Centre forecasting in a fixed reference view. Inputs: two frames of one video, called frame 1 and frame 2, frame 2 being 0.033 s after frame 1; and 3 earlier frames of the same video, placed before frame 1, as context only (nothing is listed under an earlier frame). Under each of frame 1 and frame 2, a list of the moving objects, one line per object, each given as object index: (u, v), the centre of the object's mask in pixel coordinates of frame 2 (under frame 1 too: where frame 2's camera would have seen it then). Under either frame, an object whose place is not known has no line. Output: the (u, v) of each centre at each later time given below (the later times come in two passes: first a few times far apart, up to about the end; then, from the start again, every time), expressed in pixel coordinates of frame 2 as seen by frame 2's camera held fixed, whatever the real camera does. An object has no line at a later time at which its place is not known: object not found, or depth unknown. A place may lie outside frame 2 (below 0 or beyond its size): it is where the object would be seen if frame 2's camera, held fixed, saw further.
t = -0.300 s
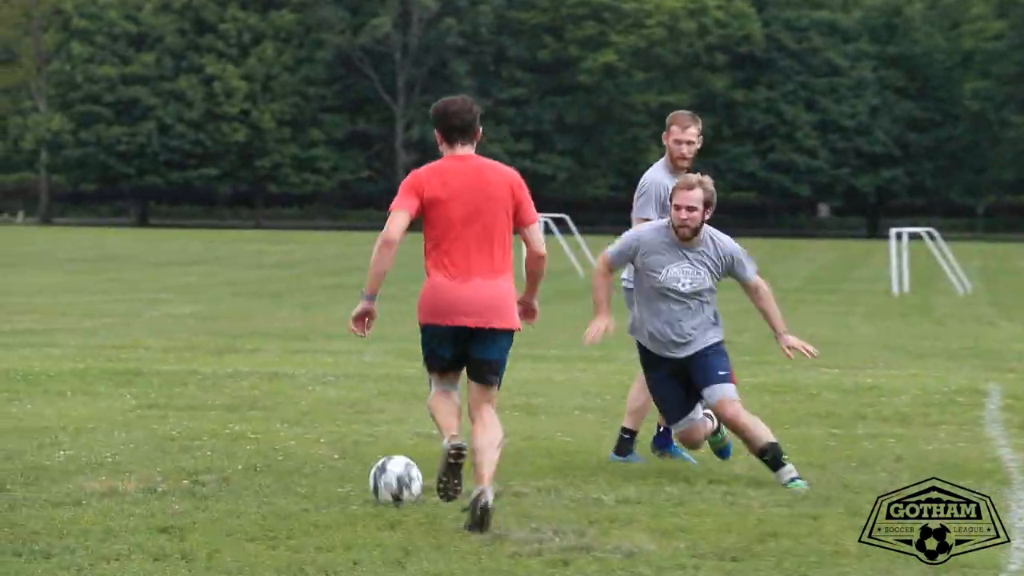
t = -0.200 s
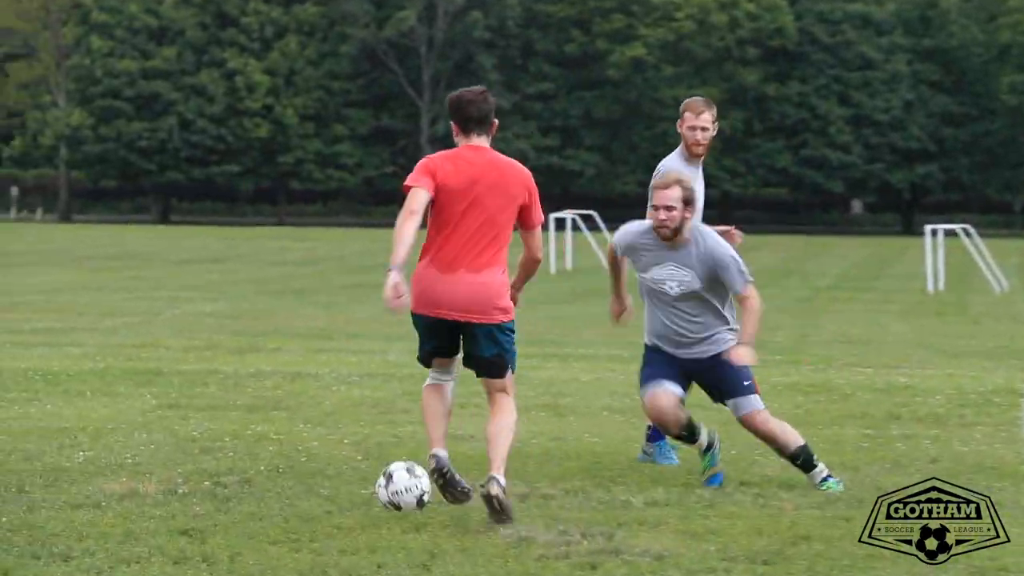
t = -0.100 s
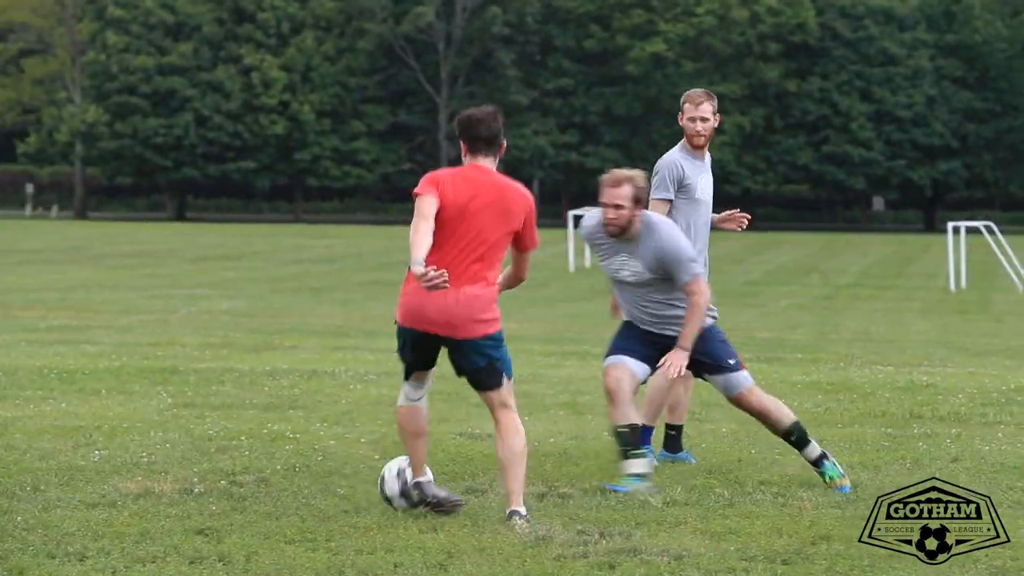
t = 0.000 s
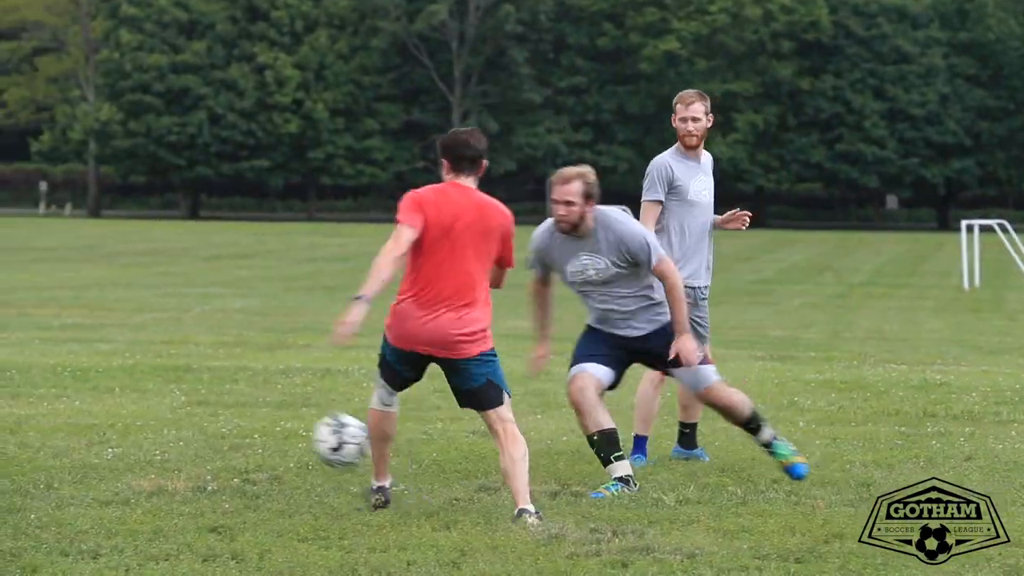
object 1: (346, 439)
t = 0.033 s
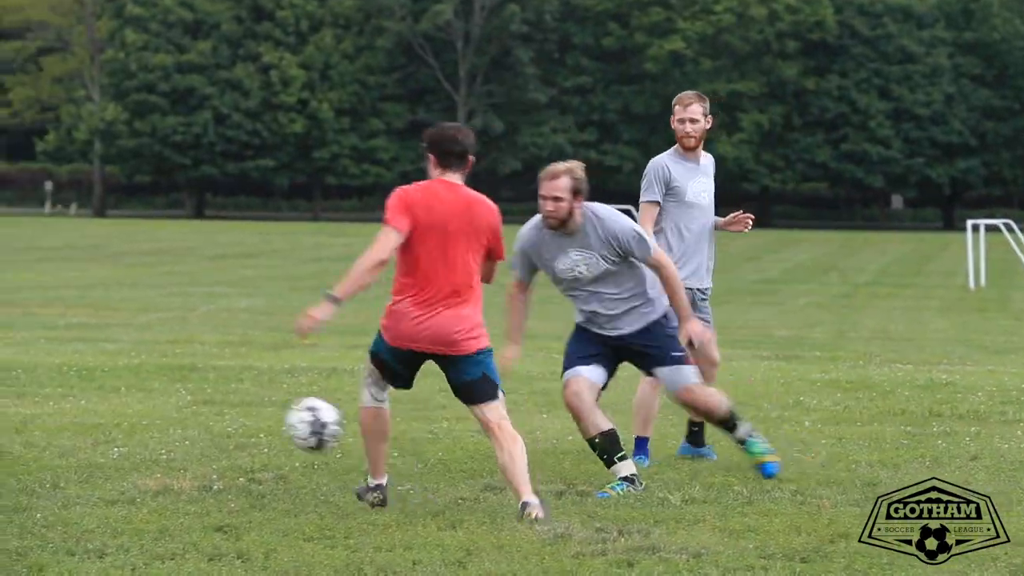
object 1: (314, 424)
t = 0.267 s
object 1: (91, 391)
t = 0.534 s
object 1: (-115, 430)
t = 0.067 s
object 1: (281, 411)
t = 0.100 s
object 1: (248, 403)
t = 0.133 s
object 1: (215, 396)
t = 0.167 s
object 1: (183, 391)
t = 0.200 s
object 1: (152, 390)
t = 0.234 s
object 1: (121, 389)
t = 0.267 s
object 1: (91, 391)
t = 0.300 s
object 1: (61, 396)
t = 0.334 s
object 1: (31, 403)
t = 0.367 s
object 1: (3, 413)
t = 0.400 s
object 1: (-27, 425)
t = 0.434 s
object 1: (-57, 439)
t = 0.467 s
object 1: (-84, 450)
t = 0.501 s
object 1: (-101, 443)
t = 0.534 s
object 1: (-115, 430)
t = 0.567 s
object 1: (-129, 417)
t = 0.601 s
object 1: (-144, 406)
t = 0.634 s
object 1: (-158, 399)
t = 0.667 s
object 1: (-170, 394)
